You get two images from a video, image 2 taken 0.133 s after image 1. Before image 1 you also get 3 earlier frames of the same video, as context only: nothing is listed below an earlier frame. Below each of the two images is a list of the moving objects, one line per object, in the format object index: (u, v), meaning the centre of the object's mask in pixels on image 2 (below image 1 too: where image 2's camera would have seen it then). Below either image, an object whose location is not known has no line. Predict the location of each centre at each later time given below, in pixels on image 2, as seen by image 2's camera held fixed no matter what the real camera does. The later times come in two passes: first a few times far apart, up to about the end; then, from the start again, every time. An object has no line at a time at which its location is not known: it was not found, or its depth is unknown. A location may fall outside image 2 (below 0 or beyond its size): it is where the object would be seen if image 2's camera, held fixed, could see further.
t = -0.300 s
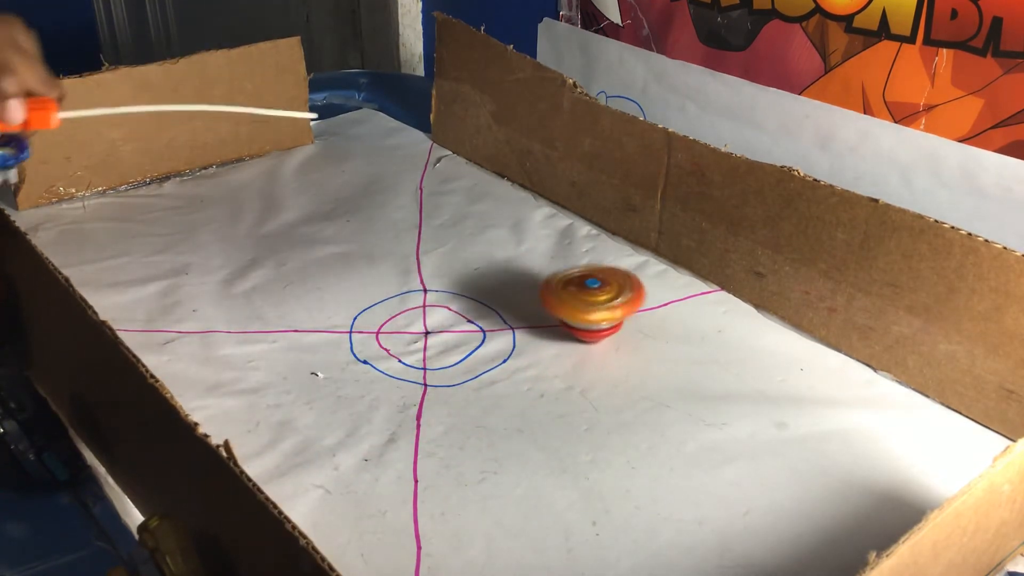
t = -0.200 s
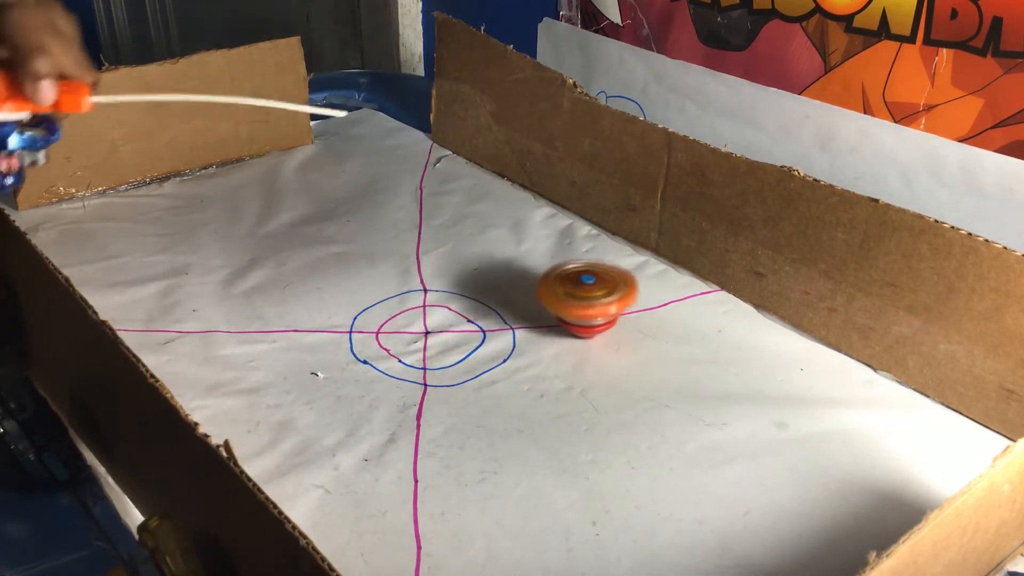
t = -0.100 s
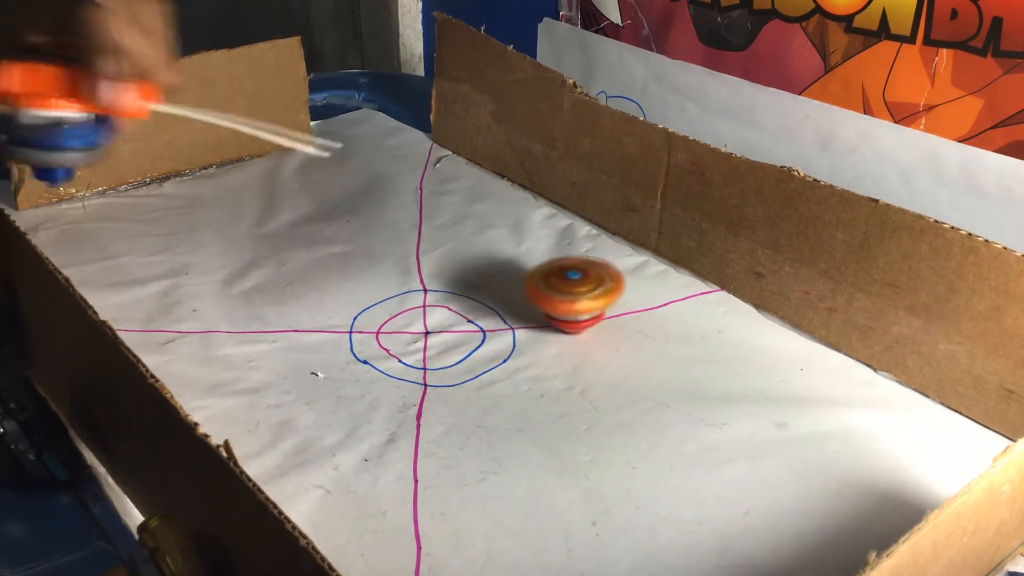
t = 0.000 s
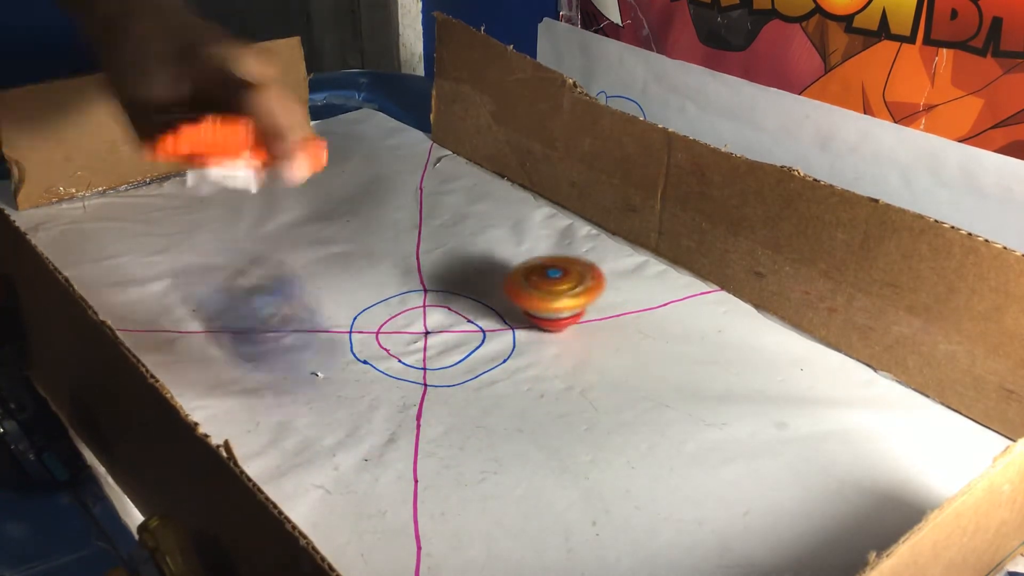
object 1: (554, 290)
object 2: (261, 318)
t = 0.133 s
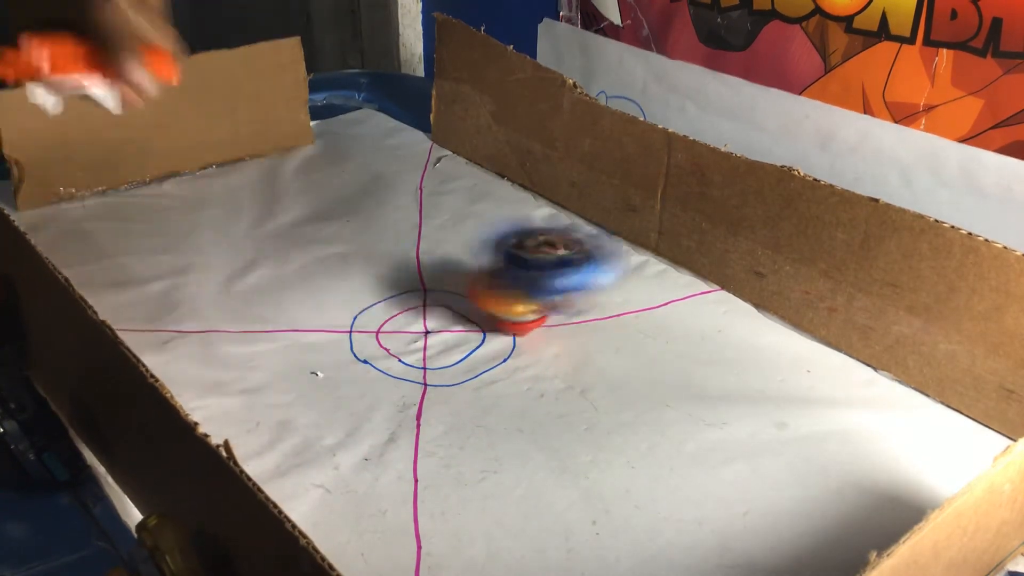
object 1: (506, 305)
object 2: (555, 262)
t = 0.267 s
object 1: (480, 313)
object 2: (873, 460)
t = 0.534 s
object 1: (429, 361)
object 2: (822, 456)
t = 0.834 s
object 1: (444, 370)
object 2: (345, 507)
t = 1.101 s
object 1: (413, 282)
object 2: (476, 464)
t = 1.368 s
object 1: (330, 240)
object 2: (614, 370)
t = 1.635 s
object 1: (321, 210)
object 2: (626, 272)
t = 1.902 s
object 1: (318, 187)
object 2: (512, 213)
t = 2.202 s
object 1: (280, 187)
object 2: (404, 238)
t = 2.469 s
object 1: (268, 205)
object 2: (332, 314)
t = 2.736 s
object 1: (278, 216)
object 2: (454, 408)
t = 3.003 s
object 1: (253, 235)
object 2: (667, 425)
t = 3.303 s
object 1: (226, 270)
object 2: (779, 360)
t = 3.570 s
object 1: (236, 328)
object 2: (762, 310)
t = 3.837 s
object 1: (351, 393)
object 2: (670, 296)
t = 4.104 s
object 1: (511, 401)
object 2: (566, 287)
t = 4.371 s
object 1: (614, 366)
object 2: (443, 319)
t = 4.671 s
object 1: (646, 320)
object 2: (392, 377)
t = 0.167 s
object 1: (508, 298)
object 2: (633, 273)
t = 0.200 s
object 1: (500, 303)
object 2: (722, 316)
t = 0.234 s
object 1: (490, 309)
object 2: (798, 380)
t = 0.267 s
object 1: (480, 313)
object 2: (873, 460)
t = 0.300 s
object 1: (470, 319)
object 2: (950, 424)
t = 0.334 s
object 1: (460, 325)
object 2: (984, 395)
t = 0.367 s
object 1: (451, 331)
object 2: (1003, 374)
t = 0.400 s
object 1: (442, 337)
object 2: (1003, 390)
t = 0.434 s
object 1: (437, 343)
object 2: (973, 428)
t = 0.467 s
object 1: (432, 347)
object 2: (932, 448)
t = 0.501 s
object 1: (431, 355)
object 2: (878, 452)
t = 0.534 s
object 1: (429, 361)
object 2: (822, 456)
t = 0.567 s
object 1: (427, 366)
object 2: (768, 461)
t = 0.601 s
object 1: (426, 373)
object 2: (714, 466)
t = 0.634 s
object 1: (426, 378)
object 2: (651, 469)
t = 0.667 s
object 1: (428, 384)
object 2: (596, 472)
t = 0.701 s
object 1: (432, 390)
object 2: (542, 473)
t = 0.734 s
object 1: (435, 393)
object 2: (489, 477)
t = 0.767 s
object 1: (440, 391)
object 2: (435, 483)
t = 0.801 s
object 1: (444, 382)
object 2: (388, 499)
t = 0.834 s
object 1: (444, 370)
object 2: (345, 507)
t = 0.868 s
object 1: (442, 358)
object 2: (311, 516)
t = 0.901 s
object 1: (442, 345)
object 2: (332, 512)
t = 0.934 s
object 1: (440, 334)
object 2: (357, 505)
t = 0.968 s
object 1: (439, 323)
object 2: (374, 503)
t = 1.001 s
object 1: (435, 312)
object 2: (401, 494)
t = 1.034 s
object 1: (430, 301)
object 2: (426, 485)
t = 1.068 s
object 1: (422, 291)
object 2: (450, 475)
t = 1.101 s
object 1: (413, 282)
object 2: (476, 464)
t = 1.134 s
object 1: (403, 274)
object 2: (498, 455)
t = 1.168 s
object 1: (392, 267)
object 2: (523, 443)
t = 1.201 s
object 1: (381, 261)
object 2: (542, 434)
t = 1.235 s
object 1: (368, 255)
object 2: (560, 422)
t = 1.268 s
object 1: (357, 251)
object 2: (577, 409)
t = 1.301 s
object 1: (346, 247)
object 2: (592, 396)
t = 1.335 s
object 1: (337, 244)
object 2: (604, 383)
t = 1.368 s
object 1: (330, 240)
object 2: (614, 370)
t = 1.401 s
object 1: (324, 237)
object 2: (622, 357)
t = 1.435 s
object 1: (320, 234)
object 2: (627, 344)
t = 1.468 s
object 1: (318, 230)
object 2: (632, 332)
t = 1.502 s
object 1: (317, 225)
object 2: (633, 318)
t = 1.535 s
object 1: (317, 221)
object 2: (634, 305)
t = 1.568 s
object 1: (318, 217)
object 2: (633, 294)
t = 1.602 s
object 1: (320, 213)
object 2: (630, 283)
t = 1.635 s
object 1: (321, 210)
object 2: (626, 272)
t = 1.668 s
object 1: (323, 206)
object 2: (619, 263)
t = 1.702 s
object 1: (323, 203)
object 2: (610, 253)
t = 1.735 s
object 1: (324, 200)
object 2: (597, 243)
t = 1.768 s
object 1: (324, 197)
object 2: (582, 235)
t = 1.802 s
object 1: (323, 194)
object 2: (566, 228)
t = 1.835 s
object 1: (322, 191)
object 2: (547, 221)
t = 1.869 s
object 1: (320, 189)
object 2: (529, 216)
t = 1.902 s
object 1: (318, 187)
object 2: (512, 213)
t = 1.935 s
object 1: (316, 185)
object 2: (496, 212)
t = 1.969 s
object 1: (312, 184)
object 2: (483, 213)
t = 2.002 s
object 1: (308, 183)
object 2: (468, 215)
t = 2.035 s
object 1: (303, 183)
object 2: (453, 218)
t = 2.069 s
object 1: (299, 183)
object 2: (438, 220)
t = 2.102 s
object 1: (294, 184)
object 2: (426, 223)
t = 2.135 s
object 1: (289, 185)
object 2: (416, 229)
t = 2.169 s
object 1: (284, 186)
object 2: (410, 232)
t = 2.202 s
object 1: (280, 187)
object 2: (404, 238)
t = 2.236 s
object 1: (277, 188)
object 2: (395, 244)
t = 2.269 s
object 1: (274, 190)
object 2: (386, 251)
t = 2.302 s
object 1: (272, 192)
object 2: (376, 260)
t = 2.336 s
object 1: (269, 195)
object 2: (367, 268)
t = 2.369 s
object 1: (268, 197)
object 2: (355, 278)
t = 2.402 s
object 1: (268, 200)
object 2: (343, 289)
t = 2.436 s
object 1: (268, 203)
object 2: (335, 302)
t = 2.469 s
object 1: (268, 205)
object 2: (332, 314)
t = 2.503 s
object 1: (269, 206)
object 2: (333, 327)
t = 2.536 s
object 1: (270, 208)
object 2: (339, 339)
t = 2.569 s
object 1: (271, 209)
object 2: (349, 352)
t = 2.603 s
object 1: (272, 211)
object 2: (365, 366)
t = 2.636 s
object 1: (273, 212)
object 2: (384, 378)
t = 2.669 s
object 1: (275, 213)
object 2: (405, 391)
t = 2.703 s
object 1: (277, 214)
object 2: (429, 400)
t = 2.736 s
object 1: (278, 216)
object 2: (454, 408)
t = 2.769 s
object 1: (279, 217)
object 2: (483, 414)
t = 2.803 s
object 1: (280, 219)
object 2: (510, 419)
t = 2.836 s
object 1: (279, 221)
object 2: (538, 423)
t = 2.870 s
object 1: (277, 223)
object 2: (566, 427)
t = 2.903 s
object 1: (273, 226)
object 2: (594, 430)
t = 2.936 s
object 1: (268, 229)
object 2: (618, 430)
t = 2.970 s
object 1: (260, 232)
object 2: (644, 428)
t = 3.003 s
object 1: (253, 235)
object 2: (667, 425)
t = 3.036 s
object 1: (246, 239)
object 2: (687, 420)
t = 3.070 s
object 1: (241, 243)
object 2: (706, 412)
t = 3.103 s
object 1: (237, 246)
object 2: (723, 406)
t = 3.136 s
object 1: (234, 250)
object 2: (736, 400)
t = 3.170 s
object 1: (232, 254)
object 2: (748, 390)
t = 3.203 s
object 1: (231, 257)
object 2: (758, 383)
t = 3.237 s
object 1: (230, 261)
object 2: (766, 374)
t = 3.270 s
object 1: (228, 265)
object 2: (773, 367)
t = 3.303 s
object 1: (226, 270)
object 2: (779, 360)
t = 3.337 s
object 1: (223, 275)
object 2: (781, 352)
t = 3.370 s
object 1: (220, 281)
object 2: (782, 346)
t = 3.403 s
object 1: (219, 287)
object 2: (783, 338)
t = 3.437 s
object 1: (219, 294)
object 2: (783, 333)
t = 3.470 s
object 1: (222, 301)
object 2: (780, 326)
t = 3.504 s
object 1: (225, 309)
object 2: (777, 321)
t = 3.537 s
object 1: (229, 319)
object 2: (771, 316)
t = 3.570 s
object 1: (236, 328)
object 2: (762, 310)
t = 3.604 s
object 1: (246, 338)
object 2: (754, 307)
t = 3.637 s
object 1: (257, 347)
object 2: (744, 304)
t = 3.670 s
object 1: (269, 357)
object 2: (732, 302)
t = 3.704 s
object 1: (285, 365)
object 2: (721, 299)
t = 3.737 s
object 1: (299, 373)
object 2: (707, 299)
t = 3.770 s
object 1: (316, 381)
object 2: (694, 299)
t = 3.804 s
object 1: (333, 388)
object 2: (682, 297)
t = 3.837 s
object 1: (351, 393)
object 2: (670, 296)
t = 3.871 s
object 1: (370, 397)
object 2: (659, 295)
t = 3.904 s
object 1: (389, 399)
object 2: (648, 294)
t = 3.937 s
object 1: (409, 401)
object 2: (635, 294)
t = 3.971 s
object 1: (431, 403)
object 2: (624, 292)
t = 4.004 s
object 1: (451, 404)
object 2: (610, 292)
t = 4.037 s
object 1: (471, 404)
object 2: (597, 291)
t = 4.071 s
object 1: (492, 403)
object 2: (583, 289)
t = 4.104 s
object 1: (511, 401)
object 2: (566, 287)
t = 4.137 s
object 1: (530, 398)
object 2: (550, 287)
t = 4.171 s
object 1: (547, 394)
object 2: (536, 288)
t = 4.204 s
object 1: (560, 390)
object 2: (524, 290)
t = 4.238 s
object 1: (574, 386)
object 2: (508, 294)
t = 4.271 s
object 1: (586, 381)
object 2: (493, 299)
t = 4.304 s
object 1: (596, 376)
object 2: (477, 305)
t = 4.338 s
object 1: (606, 371)
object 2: (460, 312)
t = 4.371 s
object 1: (614, 366)
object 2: (443, 319)
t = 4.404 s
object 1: (623, 361)
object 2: (429, 326)
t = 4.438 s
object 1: (630, 356)
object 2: (417, 330)
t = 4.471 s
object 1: (635, 351)
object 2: (408, 333)
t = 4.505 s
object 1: (640, 345)
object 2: (401, 339)
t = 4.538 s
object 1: (645, 340)
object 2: (394, 345)
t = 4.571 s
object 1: (648, 334)
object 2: (390, 352)
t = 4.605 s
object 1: (648, 330)
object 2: (388, 361)
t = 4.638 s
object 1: (648, 325)
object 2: (389, 368)
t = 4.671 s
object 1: (646, 320)
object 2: (392, 377)
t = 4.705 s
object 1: (644, 316)
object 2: (395, 383)
